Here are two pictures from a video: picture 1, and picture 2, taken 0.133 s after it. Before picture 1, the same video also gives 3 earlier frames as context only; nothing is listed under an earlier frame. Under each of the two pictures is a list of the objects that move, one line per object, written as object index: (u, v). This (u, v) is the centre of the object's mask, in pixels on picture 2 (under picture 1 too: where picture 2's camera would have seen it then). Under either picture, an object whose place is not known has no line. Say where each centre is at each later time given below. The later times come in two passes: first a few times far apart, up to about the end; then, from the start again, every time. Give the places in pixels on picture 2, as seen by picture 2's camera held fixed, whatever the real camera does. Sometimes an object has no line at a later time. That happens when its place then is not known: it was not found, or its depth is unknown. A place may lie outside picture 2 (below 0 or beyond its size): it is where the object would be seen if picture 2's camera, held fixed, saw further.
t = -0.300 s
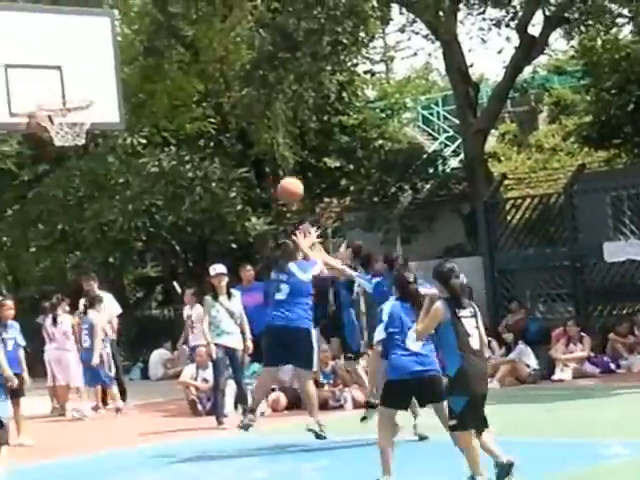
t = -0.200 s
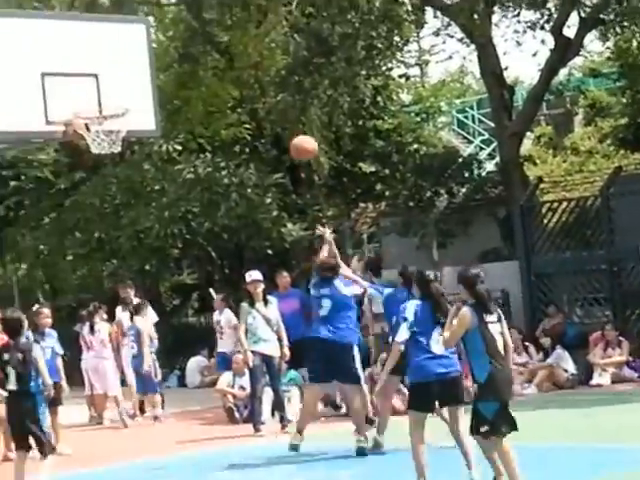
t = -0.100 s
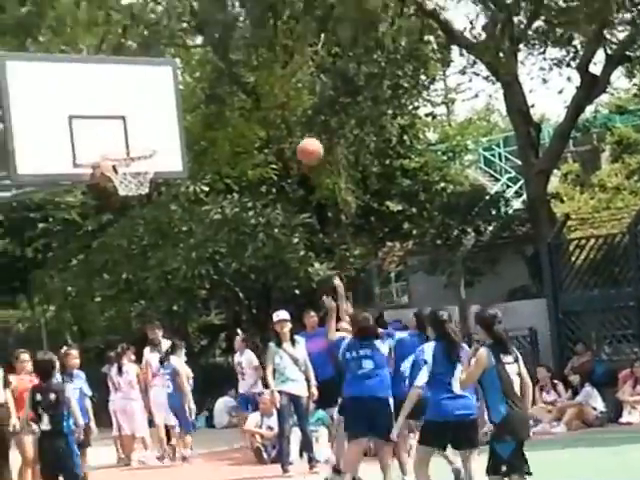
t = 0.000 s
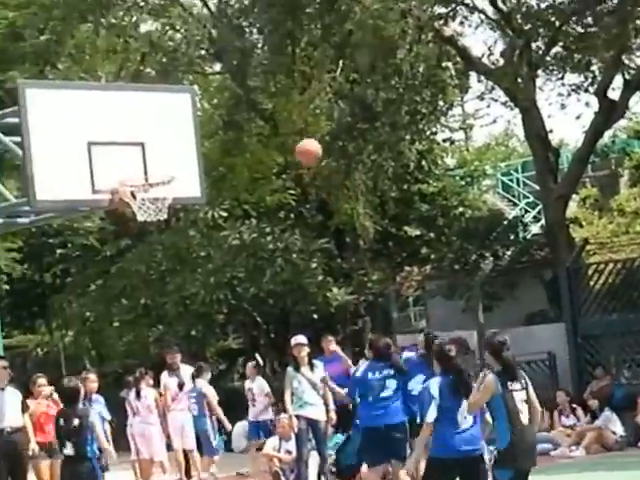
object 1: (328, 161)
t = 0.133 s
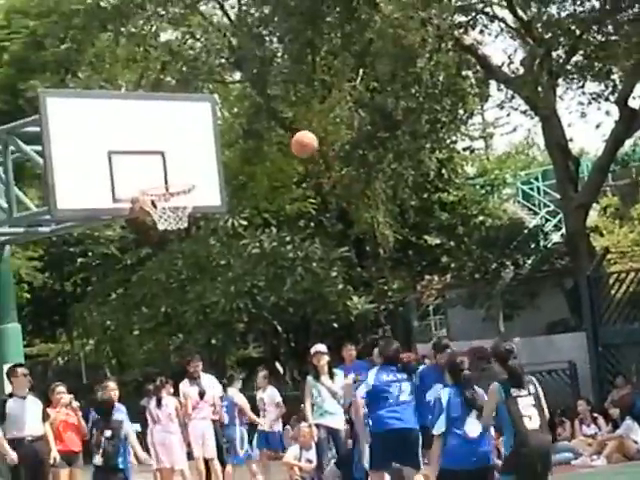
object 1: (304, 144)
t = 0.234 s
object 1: (287, 144)
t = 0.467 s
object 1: (252, 185)
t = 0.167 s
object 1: (298, 143)
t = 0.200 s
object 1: (293, 143)
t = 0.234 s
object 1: (287, 144)
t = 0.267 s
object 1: (281, 147)
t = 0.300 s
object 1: (277, 150)
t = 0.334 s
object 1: (271, 154)
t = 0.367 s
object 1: (267, 160)
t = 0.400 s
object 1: (261, 167)
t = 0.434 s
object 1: (256, 175)
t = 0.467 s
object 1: (252, 185)
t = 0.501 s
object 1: (247, 195)
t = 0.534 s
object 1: (244, 208)
